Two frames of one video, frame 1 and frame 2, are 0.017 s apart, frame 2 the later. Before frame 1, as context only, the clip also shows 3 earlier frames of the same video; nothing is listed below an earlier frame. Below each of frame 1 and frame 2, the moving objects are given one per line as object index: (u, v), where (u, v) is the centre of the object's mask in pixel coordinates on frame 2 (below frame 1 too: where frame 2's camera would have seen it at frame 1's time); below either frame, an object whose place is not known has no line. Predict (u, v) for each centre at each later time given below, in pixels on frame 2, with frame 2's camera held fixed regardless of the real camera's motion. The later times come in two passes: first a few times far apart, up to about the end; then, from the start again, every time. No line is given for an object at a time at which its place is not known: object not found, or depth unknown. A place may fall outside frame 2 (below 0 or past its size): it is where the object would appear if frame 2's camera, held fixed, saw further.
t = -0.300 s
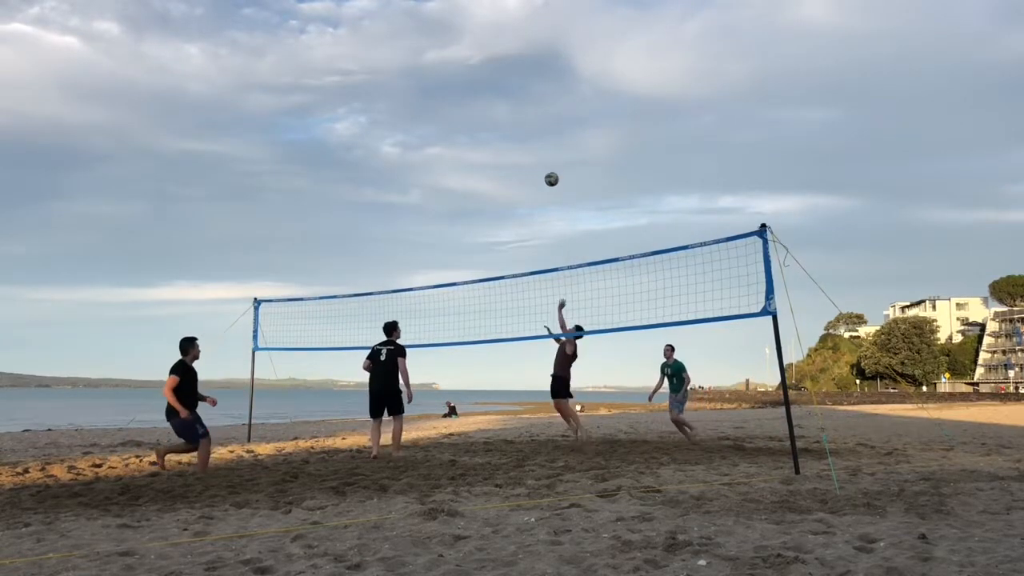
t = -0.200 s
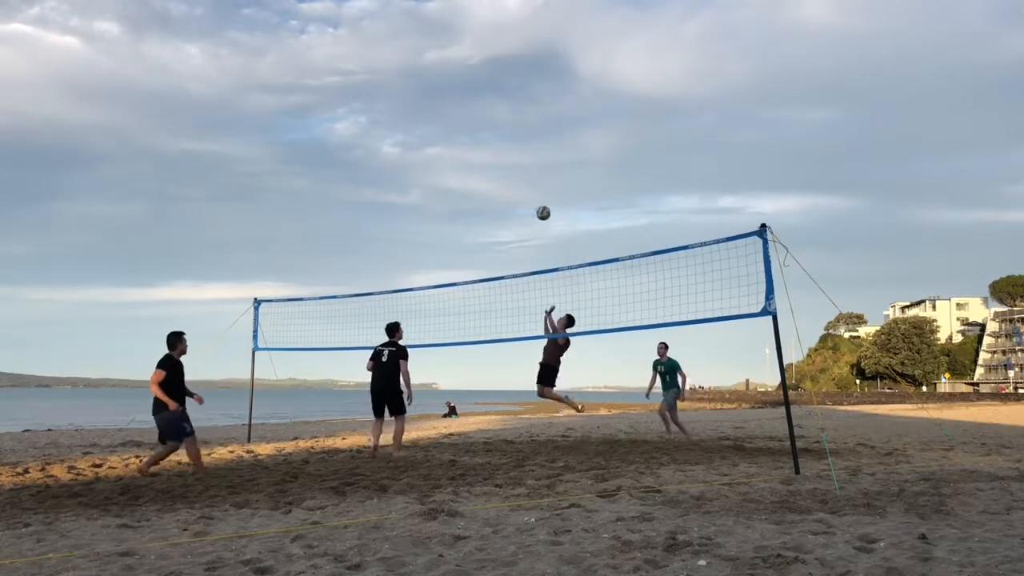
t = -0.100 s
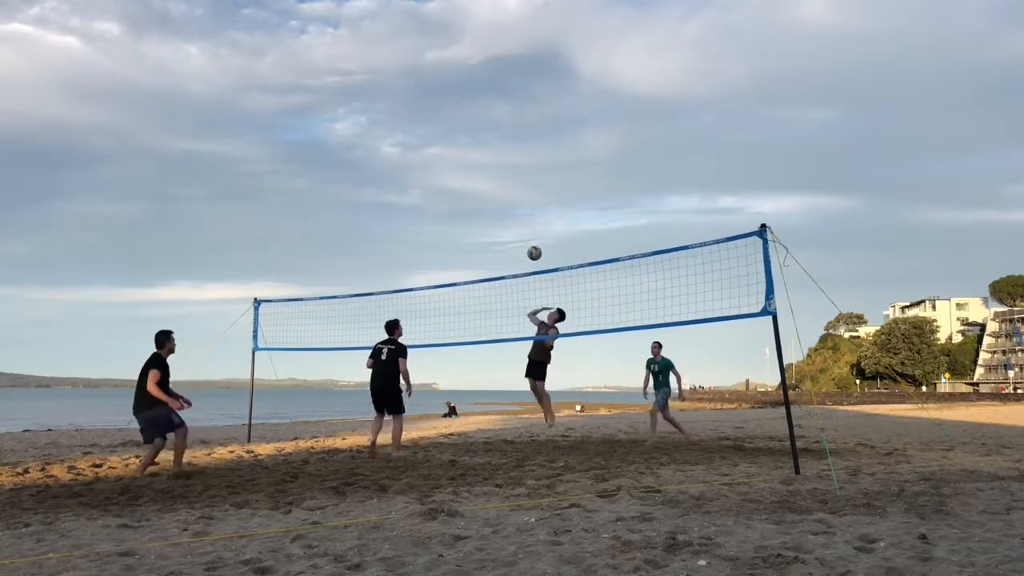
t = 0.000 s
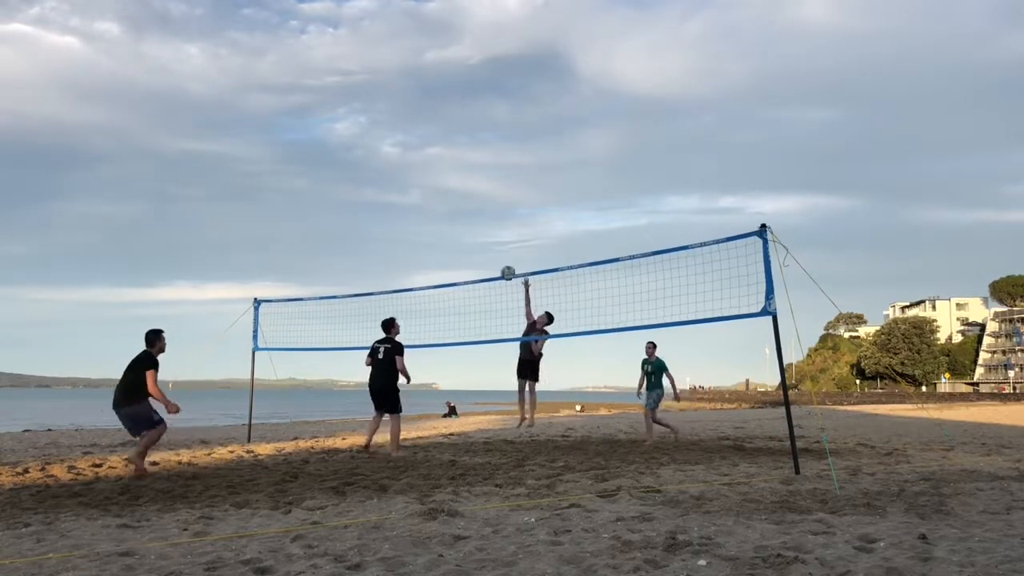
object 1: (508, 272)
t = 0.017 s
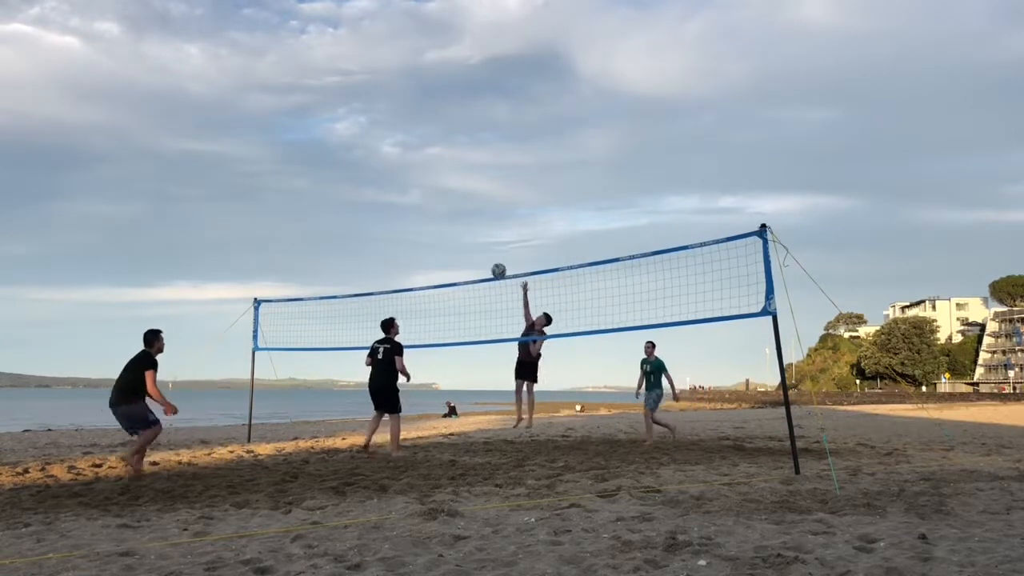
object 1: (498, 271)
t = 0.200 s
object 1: (385, 255)
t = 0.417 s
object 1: (211, 277)
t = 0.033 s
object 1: (489, 268)
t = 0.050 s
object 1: (479, 266)
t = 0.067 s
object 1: (470, 264)
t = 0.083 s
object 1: (460, 262)
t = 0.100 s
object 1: (450, 261)
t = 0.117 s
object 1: (439, 259)
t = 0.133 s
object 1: (429, 258)
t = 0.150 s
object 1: (418, 257)
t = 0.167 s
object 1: (408, 257)
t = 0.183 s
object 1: (396, 256)
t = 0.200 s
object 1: (385, 255)
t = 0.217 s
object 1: (373, 255)
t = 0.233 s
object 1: (361, 256)
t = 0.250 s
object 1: (349, 256)
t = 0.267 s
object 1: (337, 256)
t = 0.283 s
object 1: (324, 258)
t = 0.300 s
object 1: (311, 259)
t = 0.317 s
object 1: (297, 260)
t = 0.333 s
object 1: (284, 262)
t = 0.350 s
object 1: (270, 265)
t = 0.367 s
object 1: (256, 267)
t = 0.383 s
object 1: (241, 270)
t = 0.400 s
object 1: (226, 273)
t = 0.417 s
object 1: (211, 277)
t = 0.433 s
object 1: (196, 280)
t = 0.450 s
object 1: (180, 284)
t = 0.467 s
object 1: (164, 289)
